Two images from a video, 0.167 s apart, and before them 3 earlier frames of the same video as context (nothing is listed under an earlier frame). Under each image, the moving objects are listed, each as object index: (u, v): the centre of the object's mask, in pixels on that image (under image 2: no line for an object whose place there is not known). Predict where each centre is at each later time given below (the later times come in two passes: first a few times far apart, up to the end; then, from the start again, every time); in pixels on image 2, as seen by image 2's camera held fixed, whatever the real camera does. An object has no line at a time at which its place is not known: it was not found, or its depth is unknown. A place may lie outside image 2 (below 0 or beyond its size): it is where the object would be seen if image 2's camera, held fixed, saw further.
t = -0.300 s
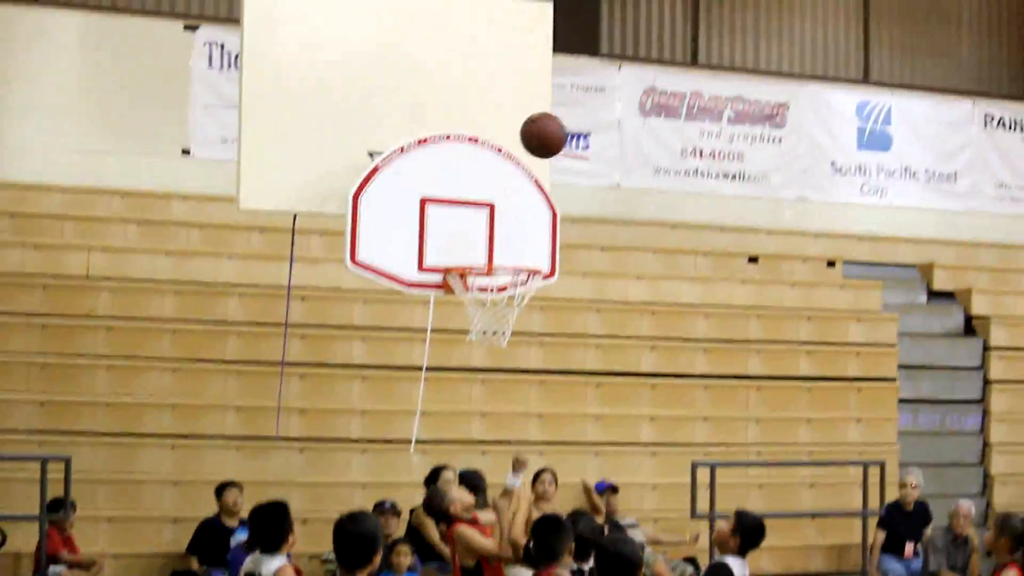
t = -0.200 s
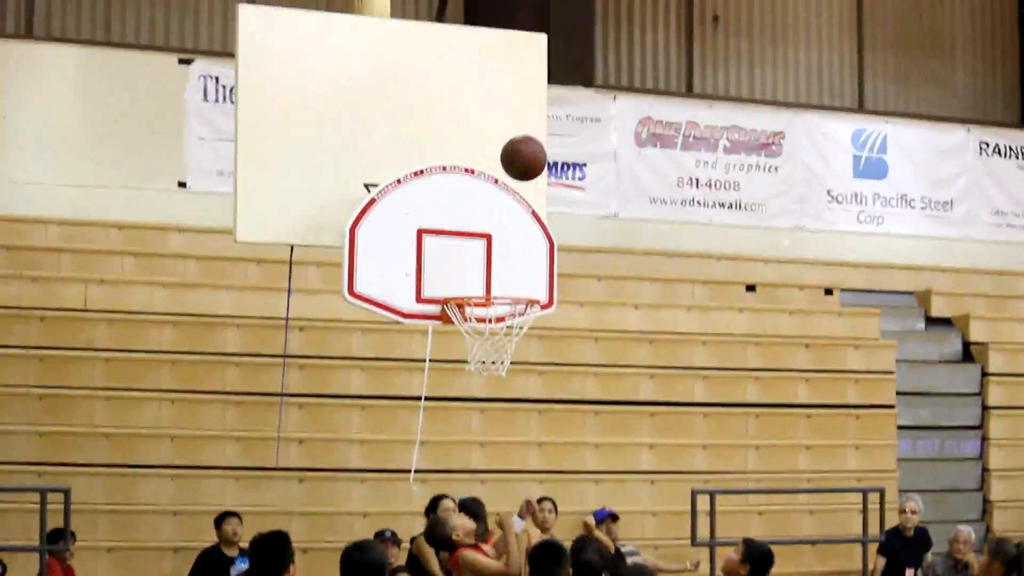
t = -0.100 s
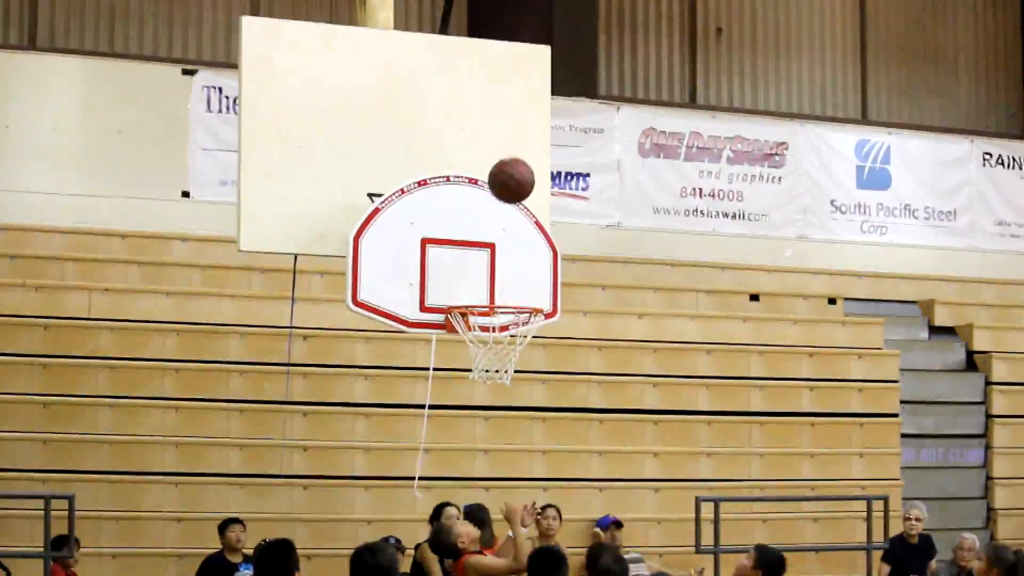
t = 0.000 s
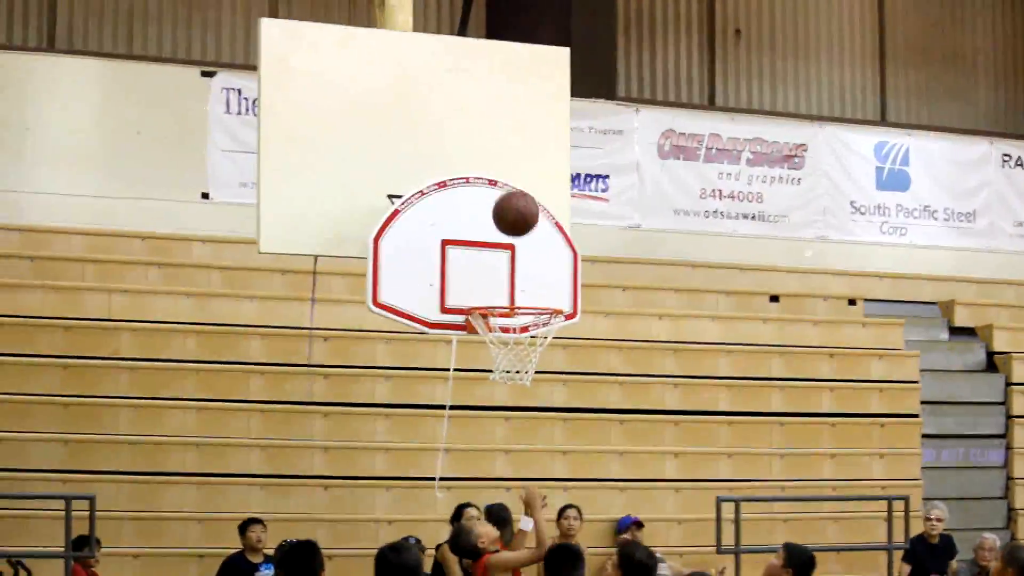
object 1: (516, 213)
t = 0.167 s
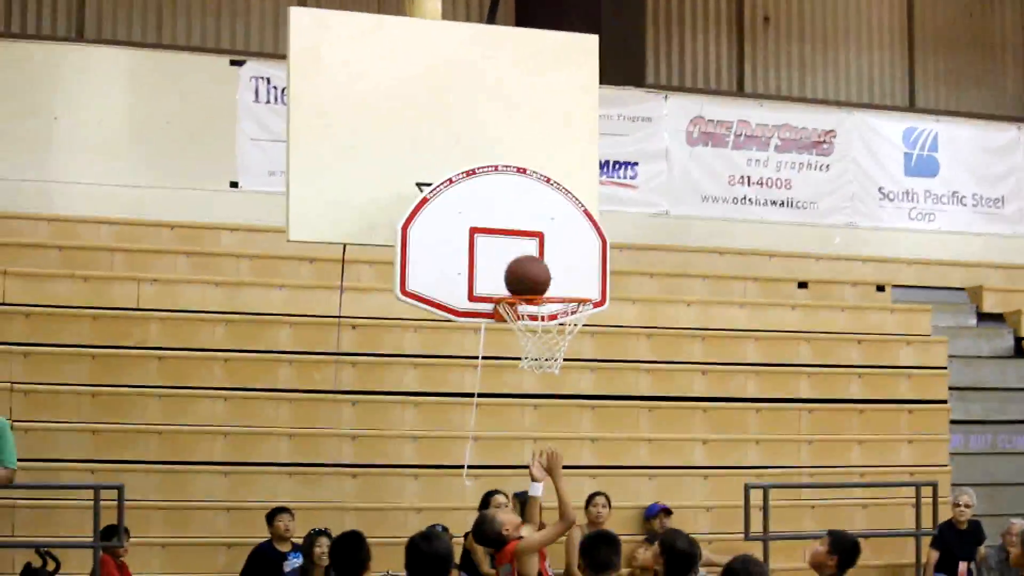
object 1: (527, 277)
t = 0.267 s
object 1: (545, 289)
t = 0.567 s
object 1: (547, 392)
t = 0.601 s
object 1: (546, 412)
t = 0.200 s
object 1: (533, 277)
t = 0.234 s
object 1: (539, 282)
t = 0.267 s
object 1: (545, 289)
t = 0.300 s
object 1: (550, 297)
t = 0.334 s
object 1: (552, 304)
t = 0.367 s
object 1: (551, 310)
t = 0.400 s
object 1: (551, 319)
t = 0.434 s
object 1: (551, 330)
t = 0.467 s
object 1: (550, 343)
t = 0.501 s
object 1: (549, 358)
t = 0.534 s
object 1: (548, 374)
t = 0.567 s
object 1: (547, 392)
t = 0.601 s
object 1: (546, 412)
